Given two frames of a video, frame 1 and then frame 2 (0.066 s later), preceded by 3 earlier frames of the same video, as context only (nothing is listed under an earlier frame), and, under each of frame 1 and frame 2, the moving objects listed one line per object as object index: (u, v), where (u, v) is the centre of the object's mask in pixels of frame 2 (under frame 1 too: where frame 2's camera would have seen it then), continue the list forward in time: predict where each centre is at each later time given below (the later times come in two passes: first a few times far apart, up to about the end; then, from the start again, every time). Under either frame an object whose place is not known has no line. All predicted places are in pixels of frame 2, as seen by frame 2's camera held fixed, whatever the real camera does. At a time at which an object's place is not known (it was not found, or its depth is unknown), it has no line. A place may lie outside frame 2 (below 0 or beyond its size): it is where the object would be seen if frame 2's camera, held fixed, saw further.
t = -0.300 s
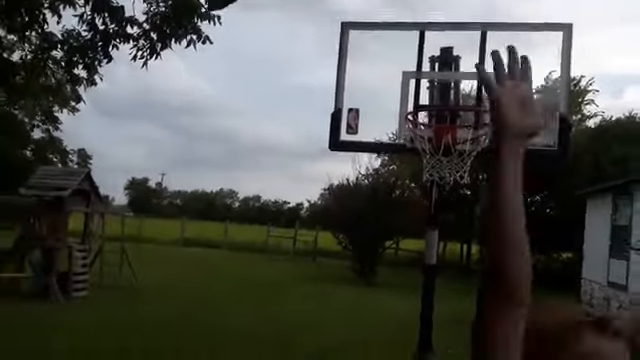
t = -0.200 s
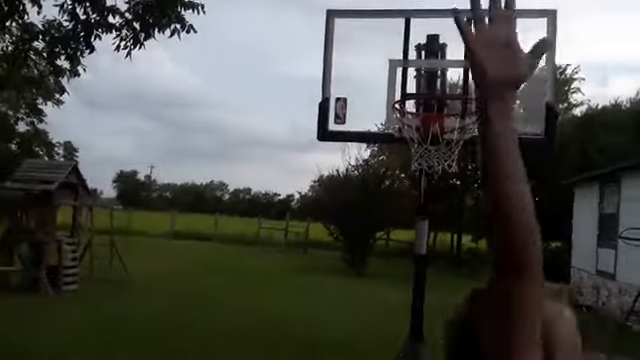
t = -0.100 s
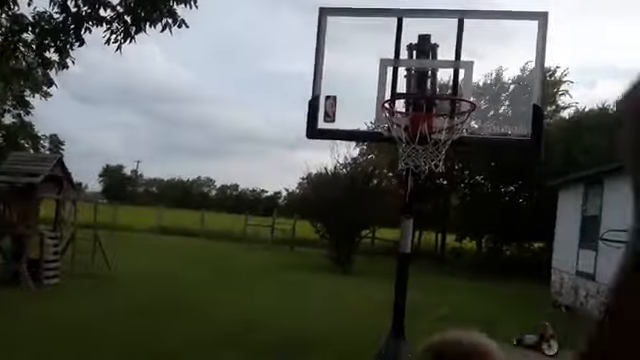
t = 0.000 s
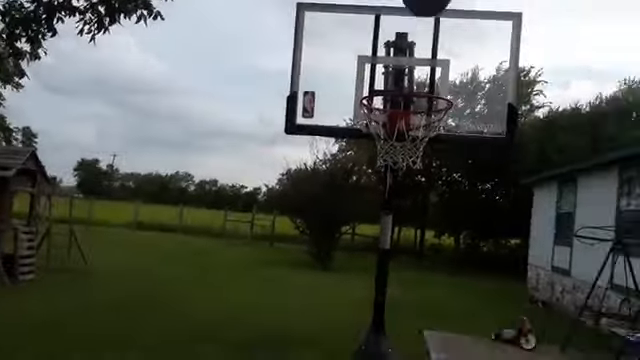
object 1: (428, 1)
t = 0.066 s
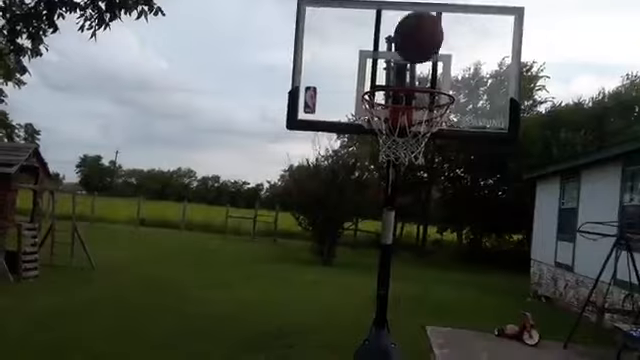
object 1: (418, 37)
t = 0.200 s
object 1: (404, 140)
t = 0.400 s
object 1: (405, 181)
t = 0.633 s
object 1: (397, 349)
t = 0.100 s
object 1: (413, 64)
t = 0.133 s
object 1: (411, 91)
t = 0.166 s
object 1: (405, 114)
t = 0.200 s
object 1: (404, 140)
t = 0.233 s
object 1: (403, 141)
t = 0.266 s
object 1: (401, 147)
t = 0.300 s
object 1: (403, 163)
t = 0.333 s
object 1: (403, 168)
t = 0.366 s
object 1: (405, 173)
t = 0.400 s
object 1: (405, 181)
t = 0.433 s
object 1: (404, 202)
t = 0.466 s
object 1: (403, 222)
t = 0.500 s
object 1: (403, 245)
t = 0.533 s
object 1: (401, 272)
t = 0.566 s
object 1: (400, 301)
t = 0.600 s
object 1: (399, 338)
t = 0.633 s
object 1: (397, 349)
